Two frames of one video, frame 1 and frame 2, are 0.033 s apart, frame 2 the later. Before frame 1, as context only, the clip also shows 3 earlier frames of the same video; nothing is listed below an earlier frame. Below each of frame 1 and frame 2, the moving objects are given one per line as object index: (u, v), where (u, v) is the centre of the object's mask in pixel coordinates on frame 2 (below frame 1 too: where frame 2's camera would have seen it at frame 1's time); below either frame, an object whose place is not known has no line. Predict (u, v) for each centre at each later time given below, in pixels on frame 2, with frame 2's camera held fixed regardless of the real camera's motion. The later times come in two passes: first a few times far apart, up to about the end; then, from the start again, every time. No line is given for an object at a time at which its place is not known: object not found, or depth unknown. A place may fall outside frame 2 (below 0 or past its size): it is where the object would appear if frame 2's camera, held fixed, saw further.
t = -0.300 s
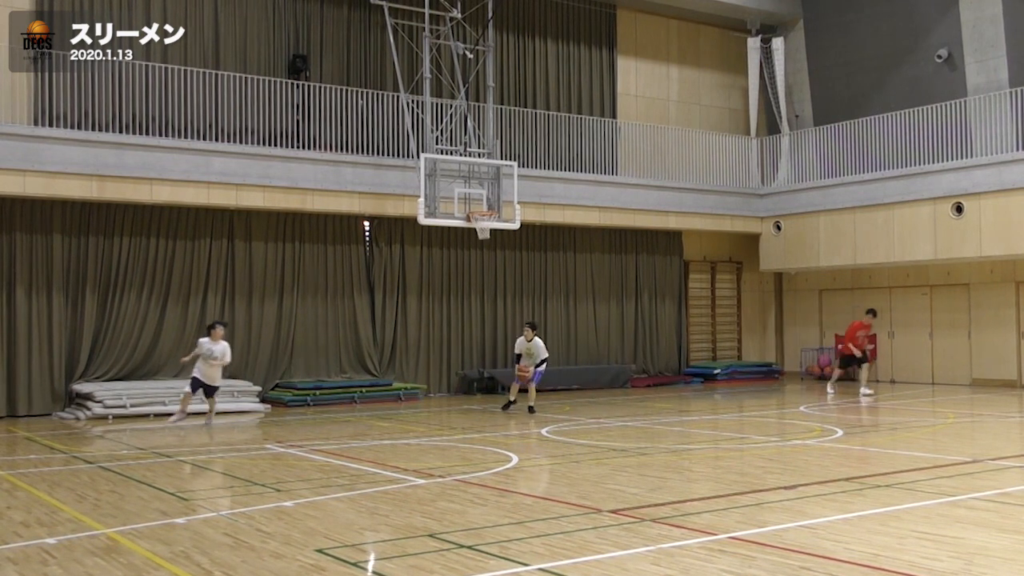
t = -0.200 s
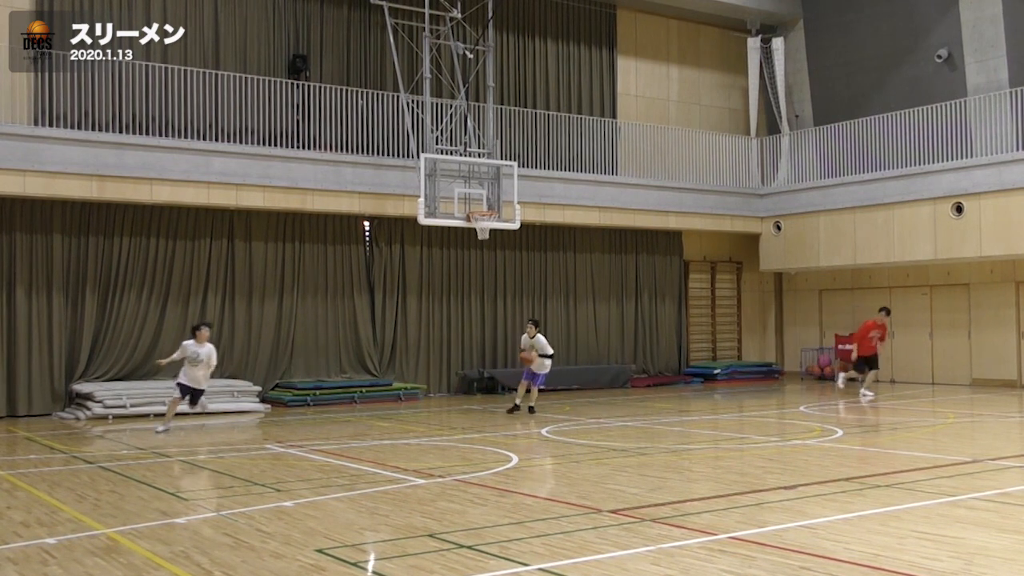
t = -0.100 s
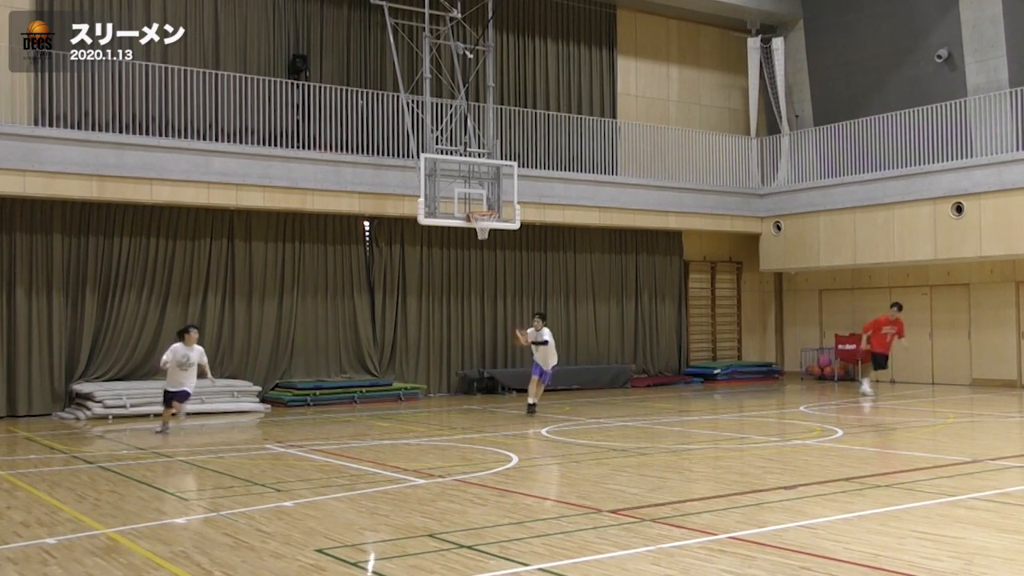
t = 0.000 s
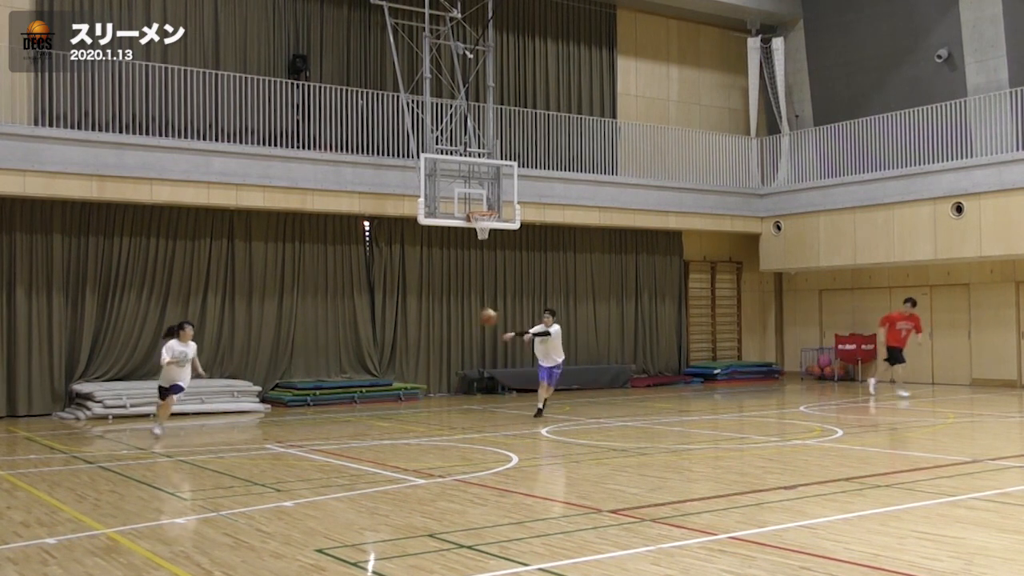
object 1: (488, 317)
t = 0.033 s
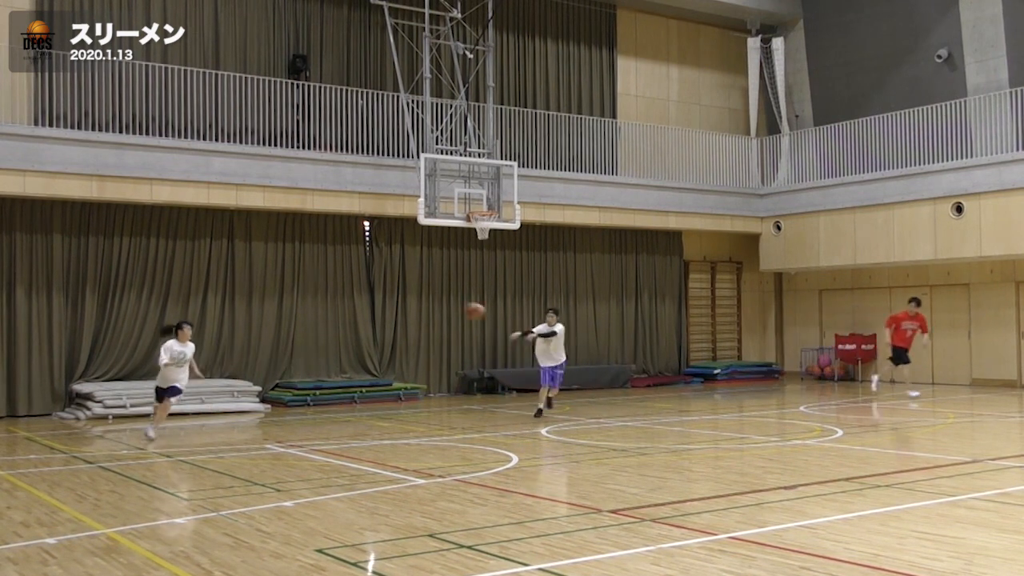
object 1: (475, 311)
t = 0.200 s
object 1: (407, 290)
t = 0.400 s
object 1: (313, 292)
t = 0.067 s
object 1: (463, 305)
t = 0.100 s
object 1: (449, 301)
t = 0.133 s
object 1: (435, 297)
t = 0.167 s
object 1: (421, 294)
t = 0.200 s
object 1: (407, 290)
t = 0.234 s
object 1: (392, 289)
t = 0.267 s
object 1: (377, 288)
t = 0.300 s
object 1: (362, 288)
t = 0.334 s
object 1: (345, 288)
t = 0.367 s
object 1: (330, 290)
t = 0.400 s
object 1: (313, 292)
